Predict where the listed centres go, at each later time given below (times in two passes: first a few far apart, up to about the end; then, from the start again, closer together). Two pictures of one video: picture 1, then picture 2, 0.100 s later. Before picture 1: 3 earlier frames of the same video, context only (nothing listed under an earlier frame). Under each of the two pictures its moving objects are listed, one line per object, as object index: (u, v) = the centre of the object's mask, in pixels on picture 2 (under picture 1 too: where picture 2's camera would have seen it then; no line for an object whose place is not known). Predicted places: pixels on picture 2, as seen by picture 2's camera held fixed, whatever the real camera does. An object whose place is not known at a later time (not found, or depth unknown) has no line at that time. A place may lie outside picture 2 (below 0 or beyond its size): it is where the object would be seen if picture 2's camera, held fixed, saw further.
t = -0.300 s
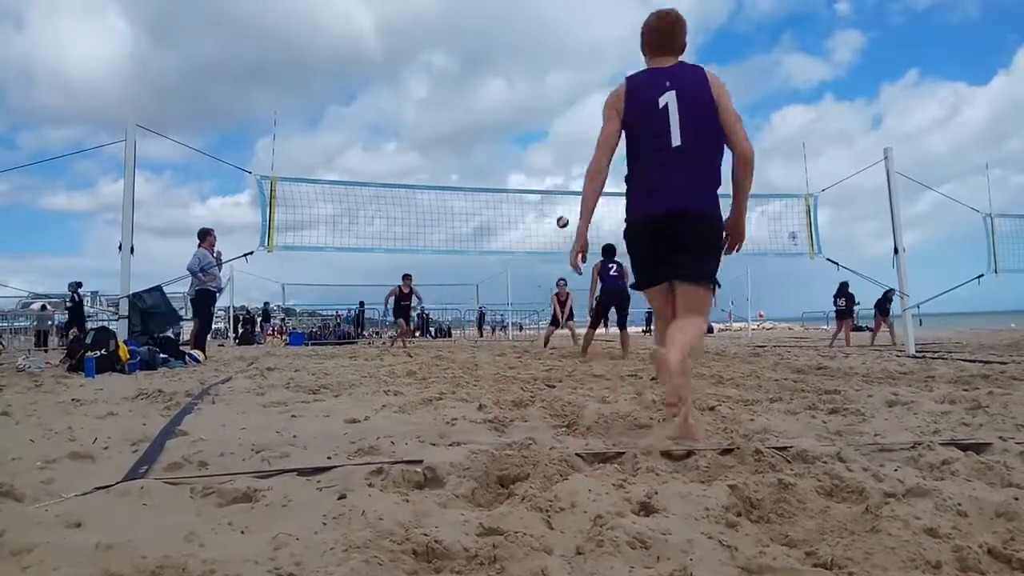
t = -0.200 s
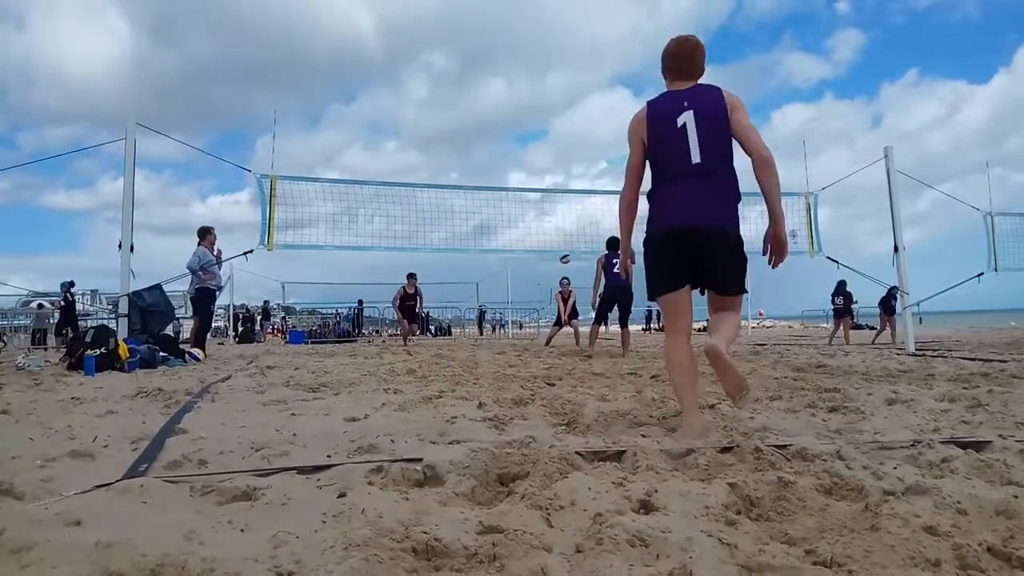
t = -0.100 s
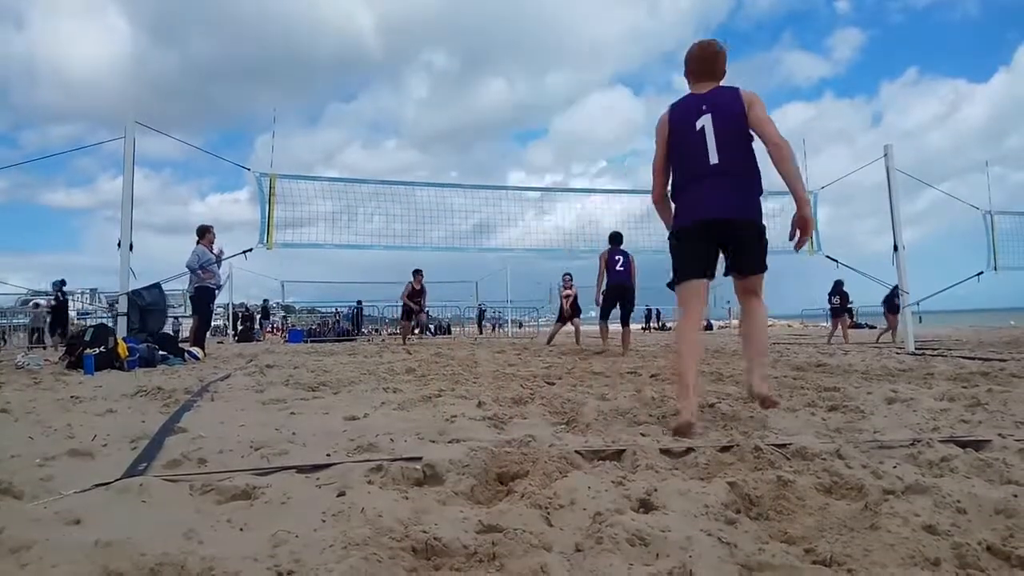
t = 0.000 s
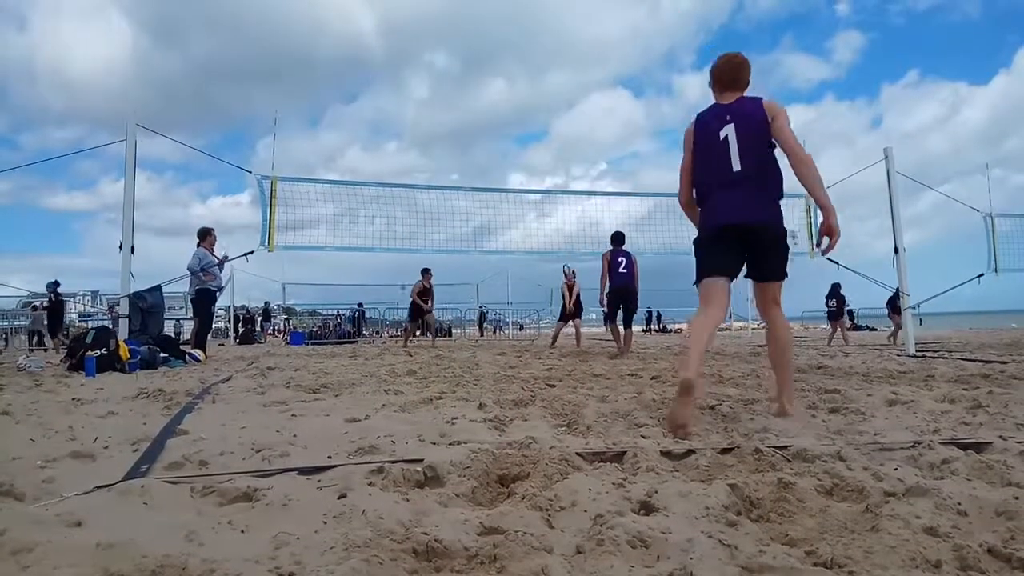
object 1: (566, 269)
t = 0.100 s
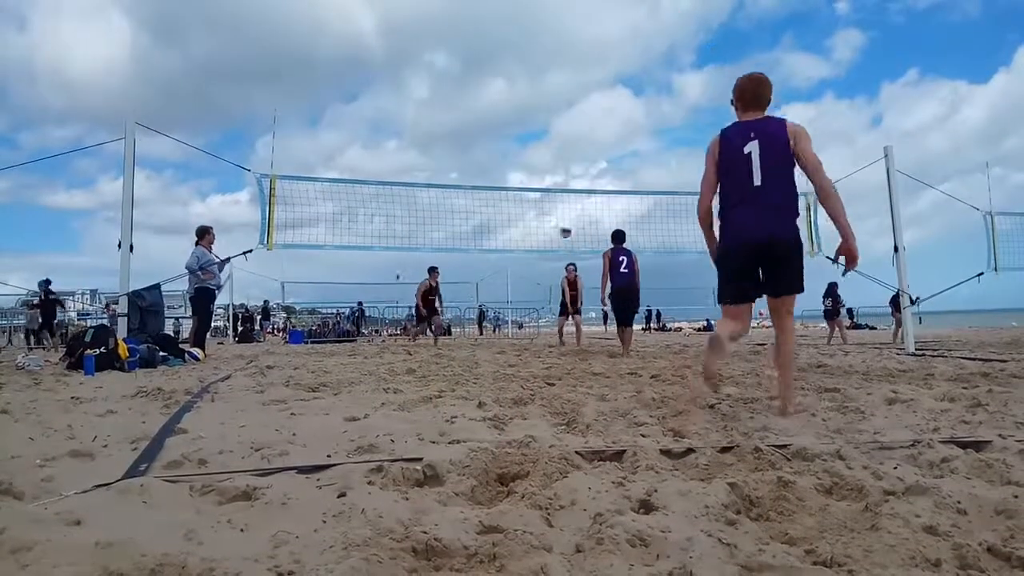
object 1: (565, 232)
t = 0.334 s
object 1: (564, 166)
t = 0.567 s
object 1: (565, 124)
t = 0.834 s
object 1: (569, 113)
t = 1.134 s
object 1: (576, 148)
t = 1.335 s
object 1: (583, 205)
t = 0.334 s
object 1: (564, 166)
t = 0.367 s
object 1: (563, 159)
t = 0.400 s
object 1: (564, 151)
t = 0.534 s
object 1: (565, 129)
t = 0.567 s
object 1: (565, 124)
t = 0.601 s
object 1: (566, 122)
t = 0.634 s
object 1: (566, 118)
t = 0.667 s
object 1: (566, 116)
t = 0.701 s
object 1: (566, 114)
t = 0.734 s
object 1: (567, 113)
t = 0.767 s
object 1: (567, 112)
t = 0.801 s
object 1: (568, 112)
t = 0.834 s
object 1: (569, 113)
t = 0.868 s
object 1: (570, 114)
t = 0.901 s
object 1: (570, 115)
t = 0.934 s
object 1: (571, 119)
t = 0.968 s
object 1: (572, 122)
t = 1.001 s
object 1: (572, 126)
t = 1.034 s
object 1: (574, 131)
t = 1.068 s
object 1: (574, 136)
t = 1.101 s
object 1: (575, 142)
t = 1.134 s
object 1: (576, 148)
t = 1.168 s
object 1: (577, 157)
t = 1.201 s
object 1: (578, 165)
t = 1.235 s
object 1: (579, 173)
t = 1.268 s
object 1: (581, 184)
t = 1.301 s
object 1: (582, 194)
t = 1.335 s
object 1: (583, 205)
